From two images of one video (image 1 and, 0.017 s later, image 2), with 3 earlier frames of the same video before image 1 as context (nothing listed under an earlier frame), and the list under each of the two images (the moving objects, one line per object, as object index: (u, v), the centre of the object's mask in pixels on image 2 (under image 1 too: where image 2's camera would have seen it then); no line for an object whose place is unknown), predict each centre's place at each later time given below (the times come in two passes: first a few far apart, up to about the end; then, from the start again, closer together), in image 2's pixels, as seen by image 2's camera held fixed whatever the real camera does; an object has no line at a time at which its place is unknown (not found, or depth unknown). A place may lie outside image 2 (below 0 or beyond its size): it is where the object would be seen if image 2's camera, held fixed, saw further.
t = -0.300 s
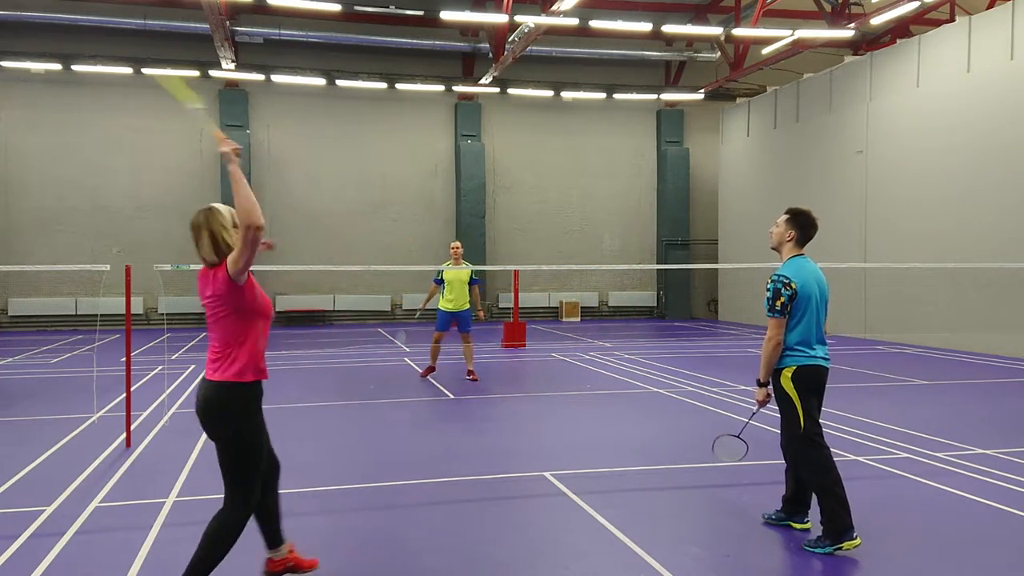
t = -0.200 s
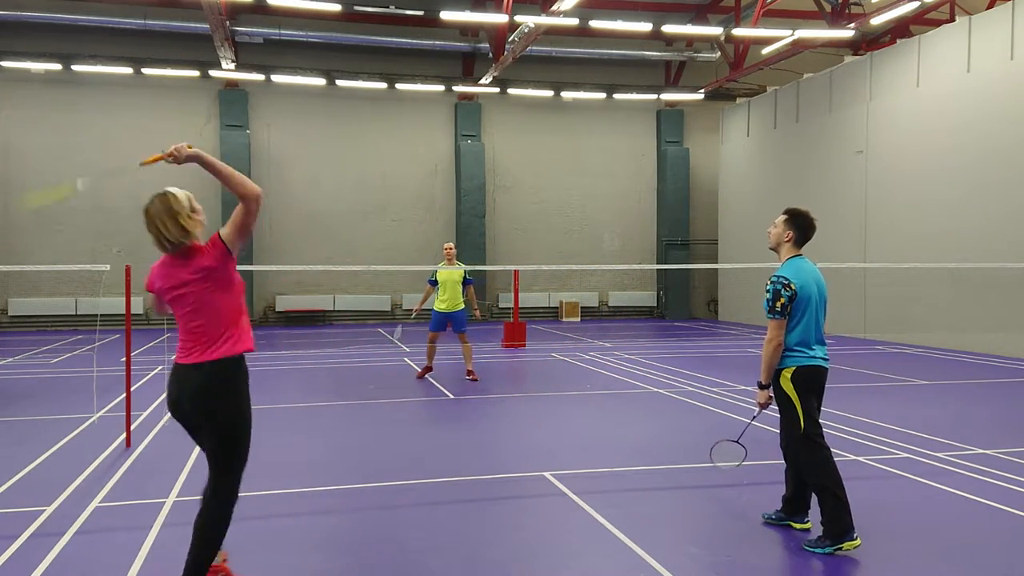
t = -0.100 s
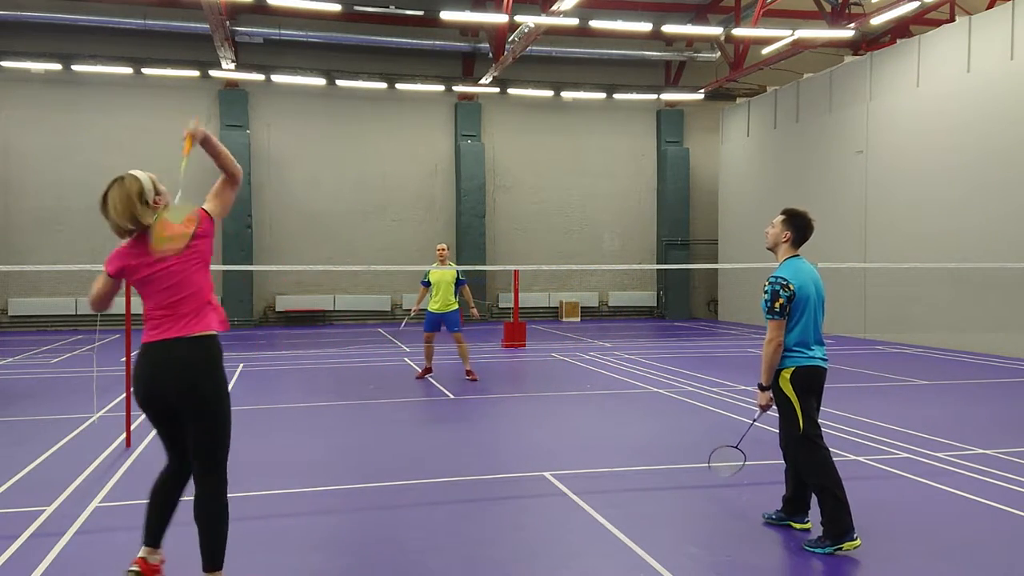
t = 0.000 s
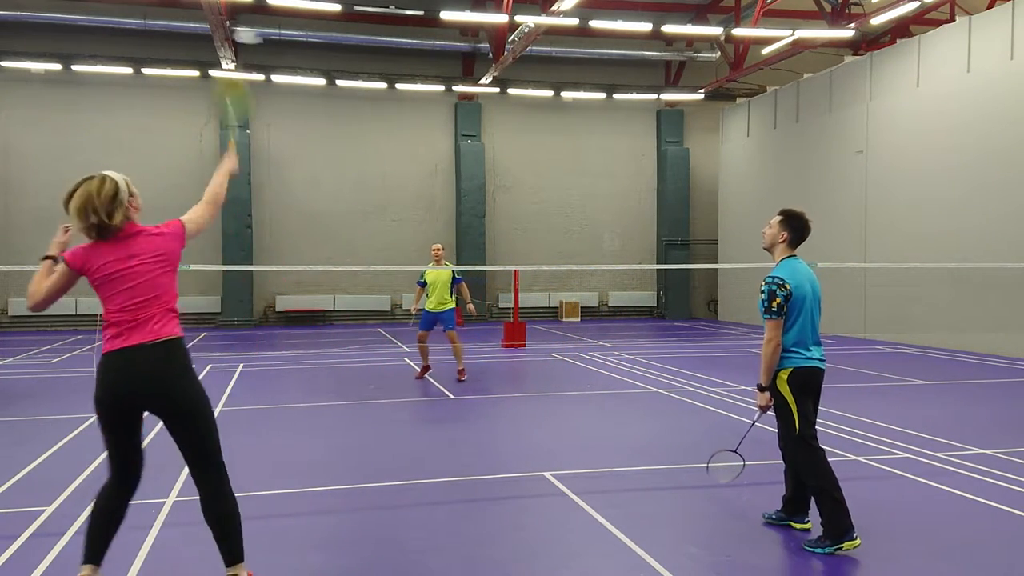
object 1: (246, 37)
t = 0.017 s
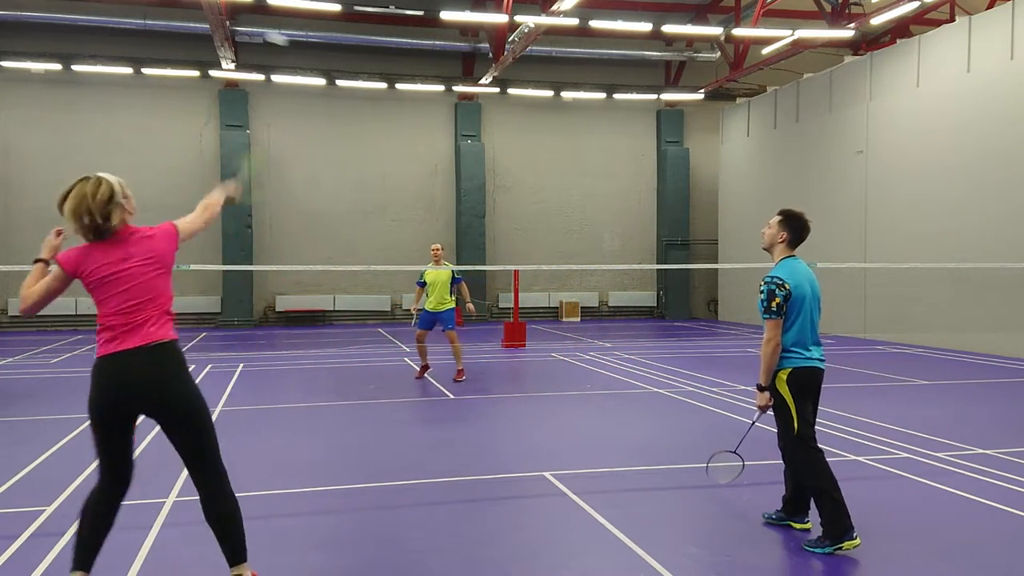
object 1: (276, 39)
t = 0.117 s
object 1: (360, 77)
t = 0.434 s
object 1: (426, 145)
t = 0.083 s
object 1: (342, 69)
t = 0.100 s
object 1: (351, 73)
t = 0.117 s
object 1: (360, 77)
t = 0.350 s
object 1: (416, 128)
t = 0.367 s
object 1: (418, 131)
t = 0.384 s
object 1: (419, 135)
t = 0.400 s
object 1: (421, 139)
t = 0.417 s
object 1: (423, 142)
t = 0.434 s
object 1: (426, 145)
